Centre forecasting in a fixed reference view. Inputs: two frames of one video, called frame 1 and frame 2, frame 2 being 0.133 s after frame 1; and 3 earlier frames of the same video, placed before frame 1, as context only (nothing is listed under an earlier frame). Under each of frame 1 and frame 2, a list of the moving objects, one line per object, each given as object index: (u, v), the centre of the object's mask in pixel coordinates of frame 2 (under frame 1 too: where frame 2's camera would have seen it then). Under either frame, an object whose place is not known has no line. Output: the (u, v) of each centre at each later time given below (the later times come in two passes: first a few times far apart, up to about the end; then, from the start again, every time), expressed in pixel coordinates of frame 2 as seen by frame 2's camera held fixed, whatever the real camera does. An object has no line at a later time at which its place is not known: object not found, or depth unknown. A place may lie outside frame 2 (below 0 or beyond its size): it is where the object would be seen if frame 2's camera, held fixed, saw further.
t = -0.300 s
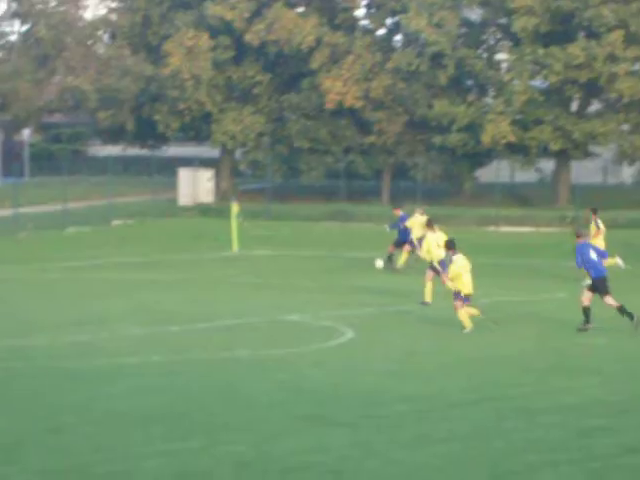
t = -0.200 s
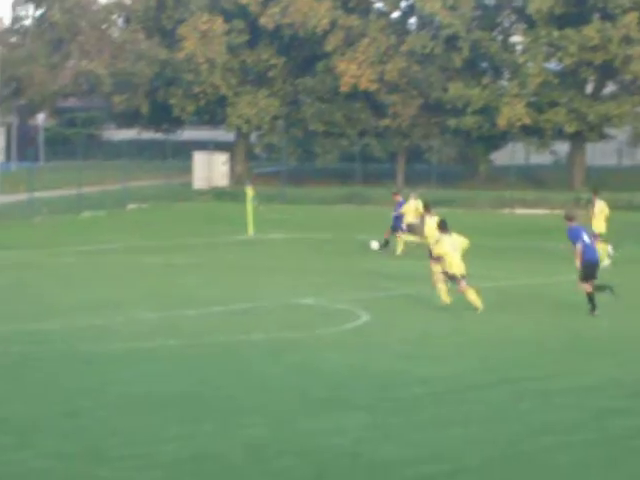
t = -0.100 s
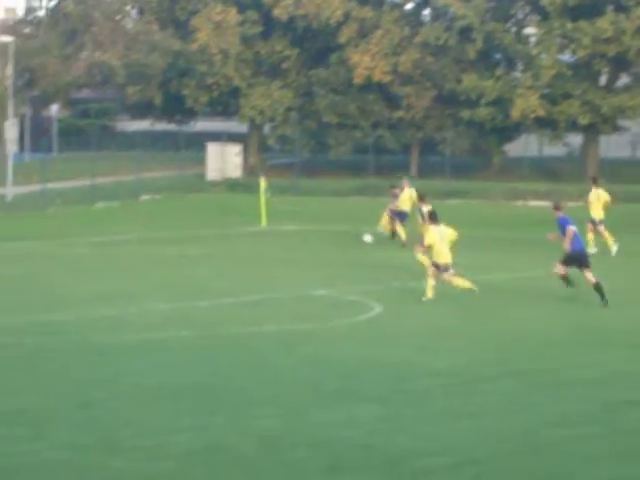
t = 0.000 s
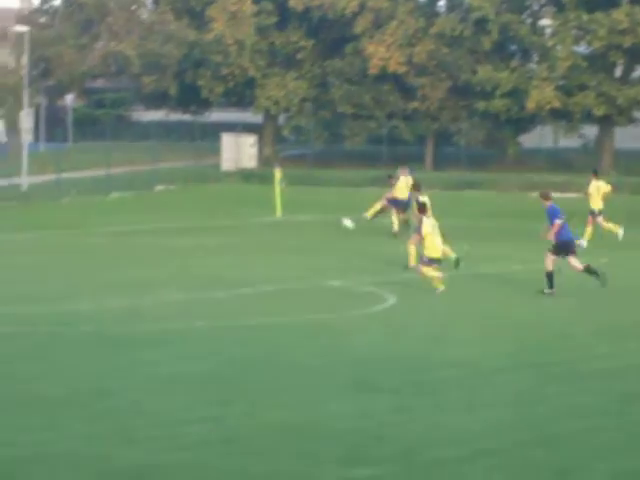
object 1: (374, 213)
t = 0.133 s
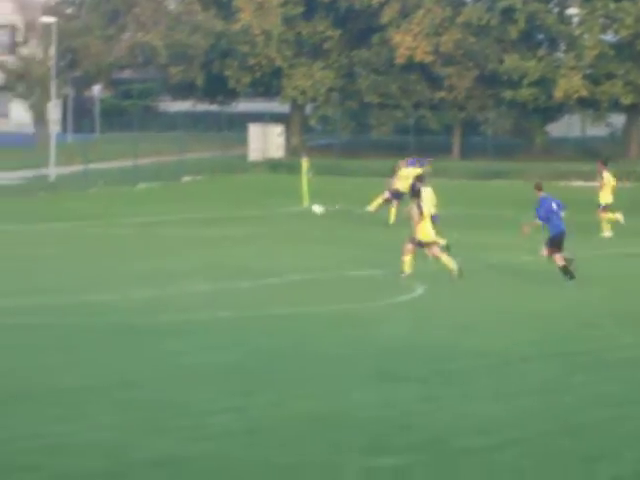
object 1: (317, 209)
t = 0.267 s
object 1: (261, 214)
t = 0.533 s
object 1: (153, 218)
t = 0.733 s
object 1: (77, 218)
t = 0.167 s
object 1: (302, 209)
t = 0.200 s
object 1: (288, 210)
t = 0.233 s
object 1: (274, 212)
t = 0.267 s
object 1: (261, 214)
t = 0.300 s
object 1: (246, 216)
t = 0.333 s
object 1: (230, 220)
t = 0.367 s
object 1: (216, 225)
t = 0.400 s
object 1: (202, 229)
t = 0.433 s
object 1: (189, 227)
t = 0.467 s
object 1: (179, 223)
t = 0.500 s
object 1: (165, 220)
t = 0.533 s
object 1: (153, 218)
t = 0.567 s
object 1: (139, 216)
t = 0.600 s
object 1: (126, 215)
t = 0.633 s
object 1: (113, 215)
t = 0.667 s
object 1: (101, 215)
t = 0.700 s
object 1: (89, 216)
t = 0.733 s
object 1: (77, 218)
